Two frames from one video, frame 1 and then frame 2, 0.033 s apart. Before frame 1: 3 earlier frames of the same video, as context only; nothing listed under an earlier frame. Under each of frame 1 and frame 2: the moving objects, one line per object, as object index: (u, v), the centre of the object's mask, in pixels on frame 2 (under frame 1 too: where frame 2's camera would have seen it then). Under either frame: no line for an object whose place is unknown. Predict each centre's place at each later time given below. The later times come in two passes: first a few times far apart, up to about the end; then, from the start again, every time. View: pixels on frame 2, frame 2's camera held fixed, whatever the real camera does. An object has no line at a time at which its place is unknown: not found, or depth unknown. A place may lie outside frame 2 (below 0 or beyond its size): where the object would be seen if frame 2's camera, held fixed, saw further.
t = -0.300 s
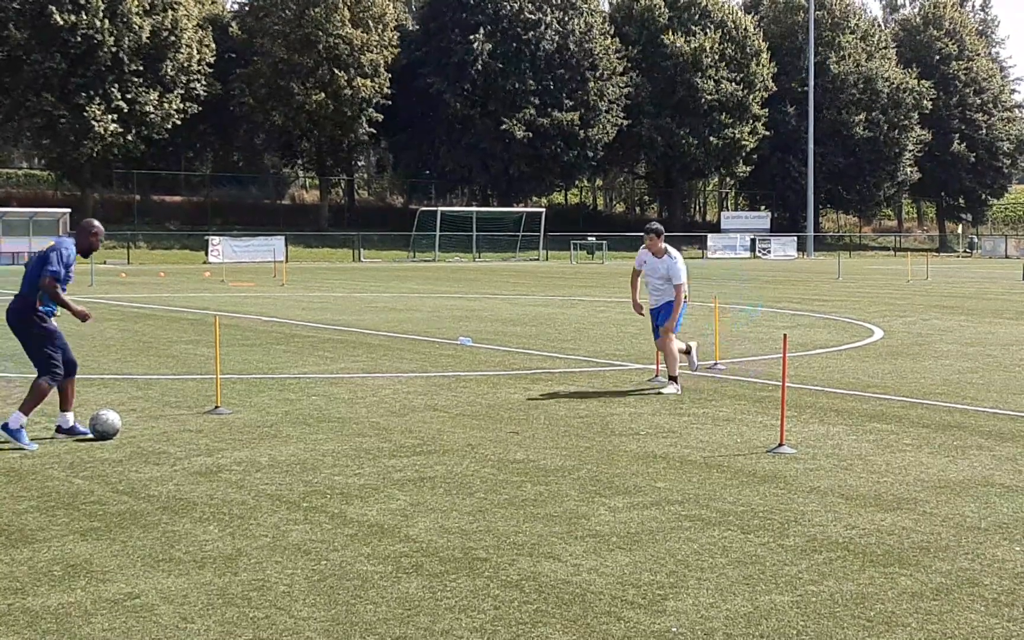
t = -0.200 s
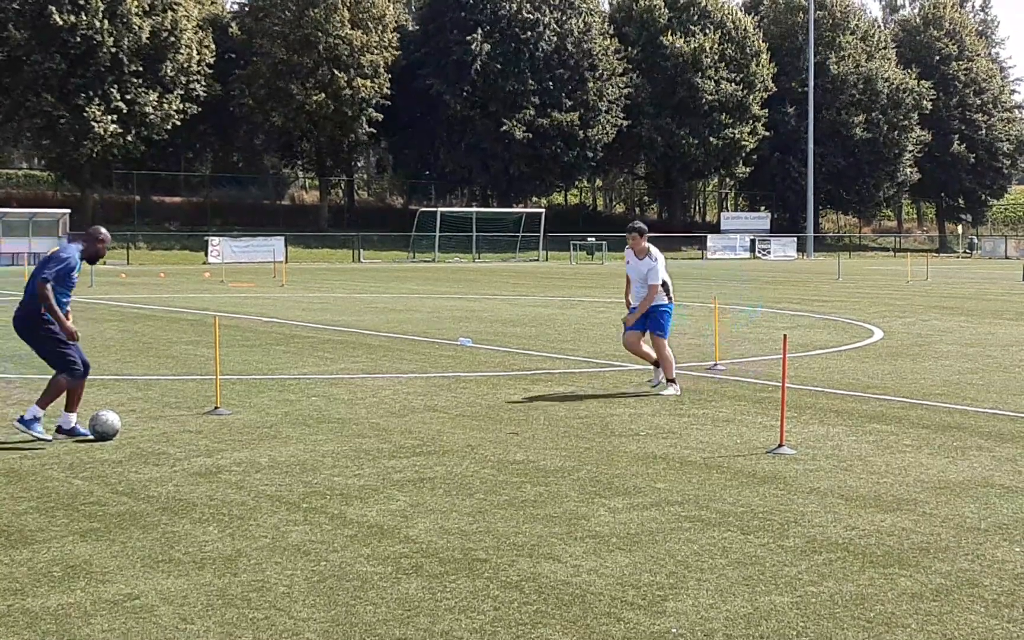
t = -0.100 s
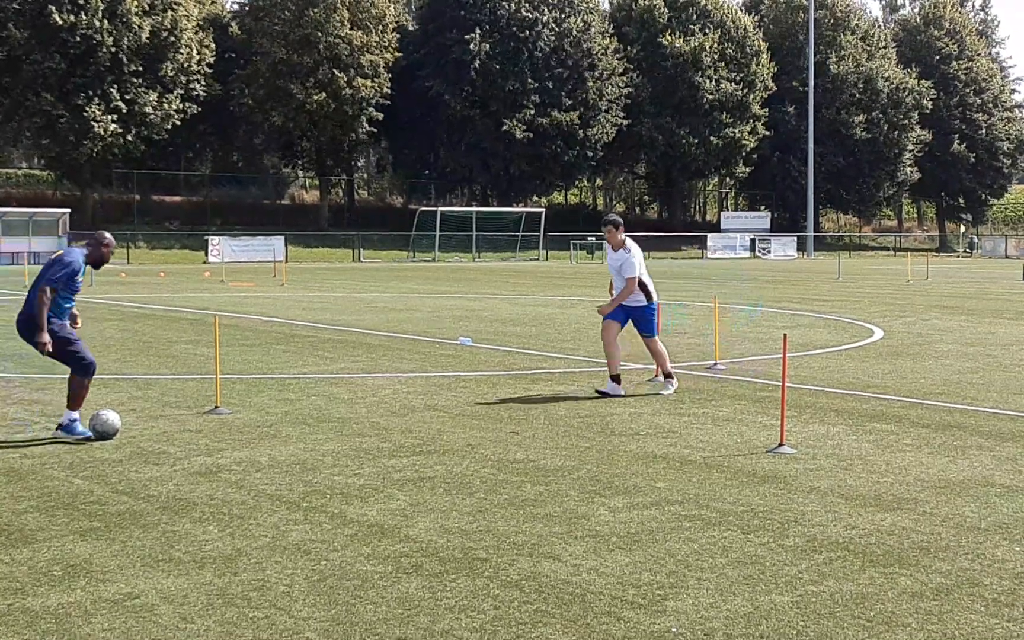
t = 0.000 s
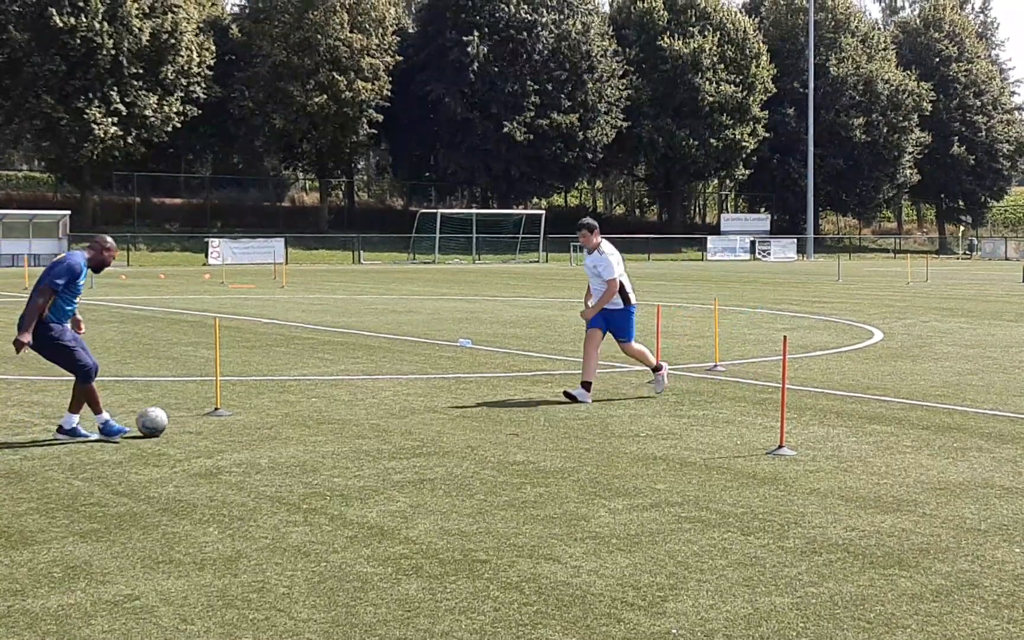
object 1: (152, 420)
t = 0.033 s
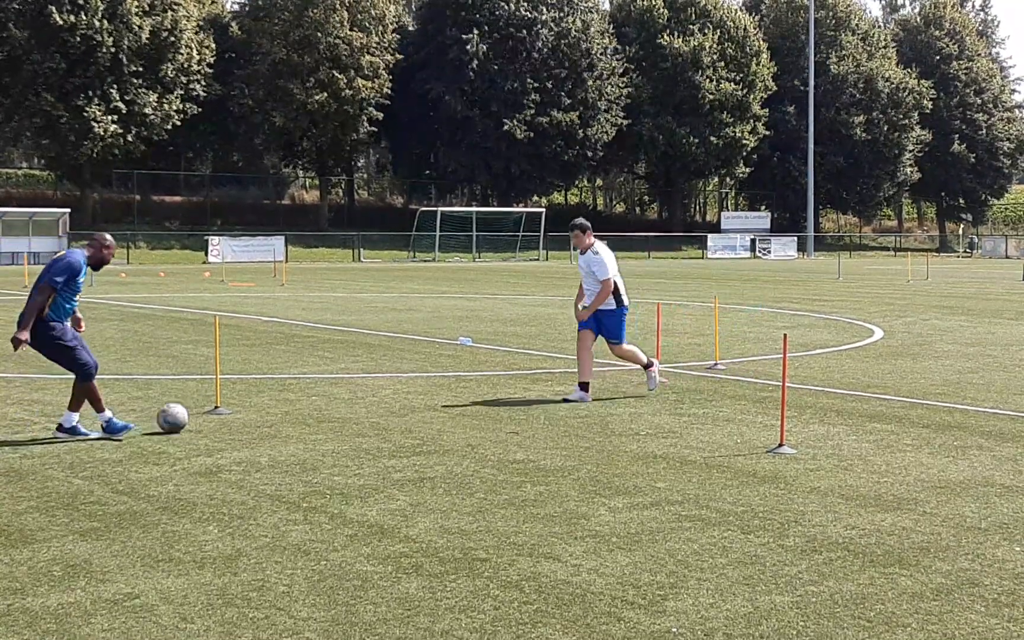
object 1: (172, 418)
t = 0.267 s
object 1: (288, 408)
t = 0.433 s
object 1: (344, 402)
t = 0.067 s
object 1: (192, 416)
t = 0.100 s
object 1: (210, 415)
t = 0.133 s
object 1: (228, 414)
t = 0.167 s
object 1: (243, 412)
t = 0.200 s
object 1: (259, 411)
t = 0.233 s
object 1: (274, 409)
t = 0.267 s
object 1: (288, 408)
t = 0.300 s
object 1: (301, 406)
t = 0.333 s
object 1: (313, 404)
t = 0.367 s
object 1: (325, 404)
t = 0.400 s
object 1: (335, 403)
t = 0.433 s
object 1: (344, 402)
